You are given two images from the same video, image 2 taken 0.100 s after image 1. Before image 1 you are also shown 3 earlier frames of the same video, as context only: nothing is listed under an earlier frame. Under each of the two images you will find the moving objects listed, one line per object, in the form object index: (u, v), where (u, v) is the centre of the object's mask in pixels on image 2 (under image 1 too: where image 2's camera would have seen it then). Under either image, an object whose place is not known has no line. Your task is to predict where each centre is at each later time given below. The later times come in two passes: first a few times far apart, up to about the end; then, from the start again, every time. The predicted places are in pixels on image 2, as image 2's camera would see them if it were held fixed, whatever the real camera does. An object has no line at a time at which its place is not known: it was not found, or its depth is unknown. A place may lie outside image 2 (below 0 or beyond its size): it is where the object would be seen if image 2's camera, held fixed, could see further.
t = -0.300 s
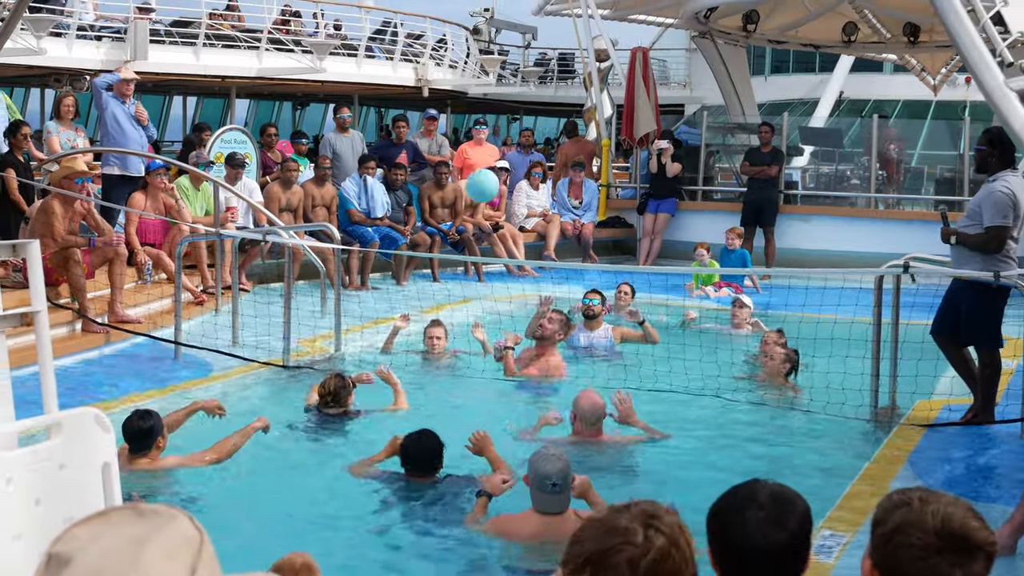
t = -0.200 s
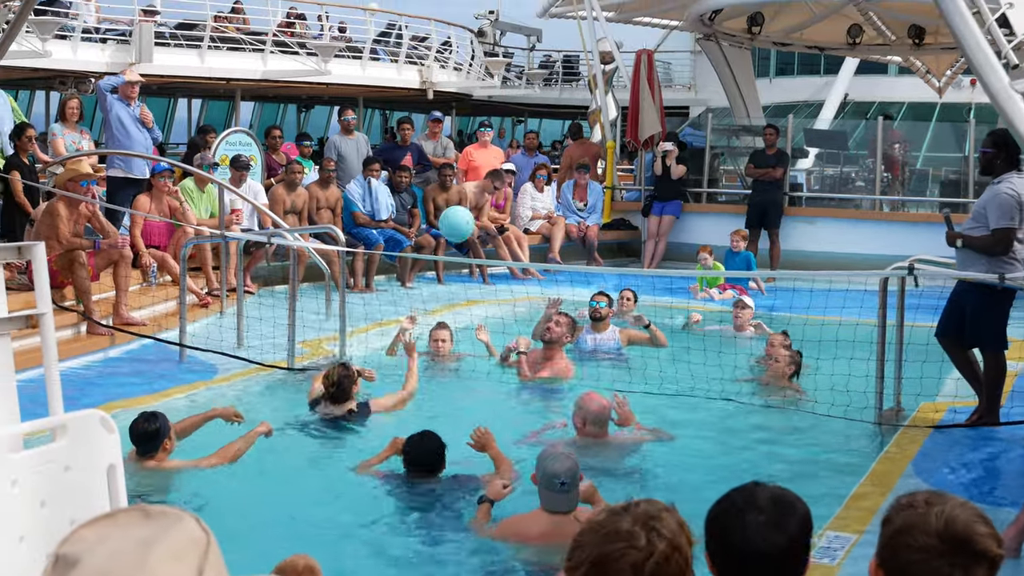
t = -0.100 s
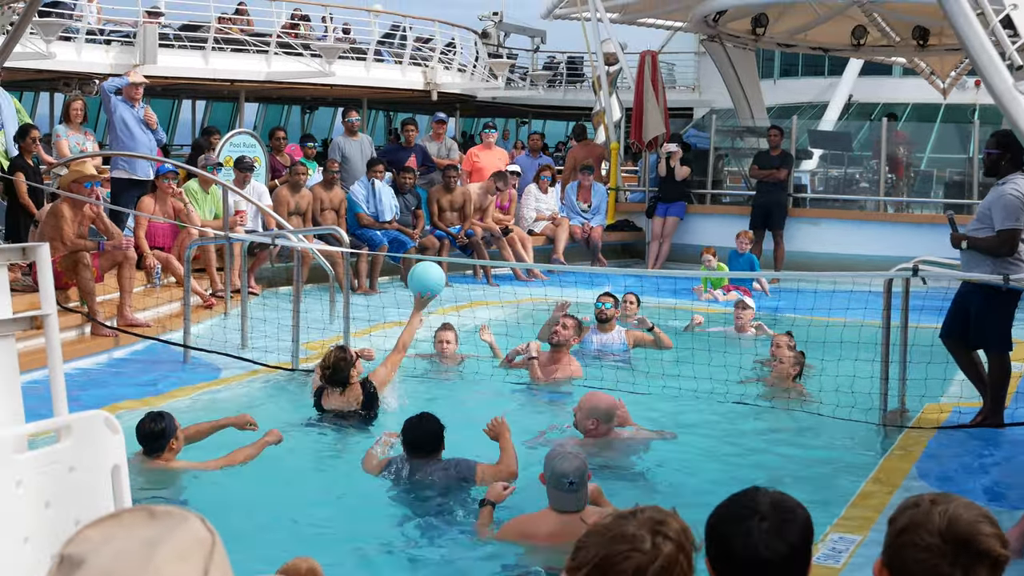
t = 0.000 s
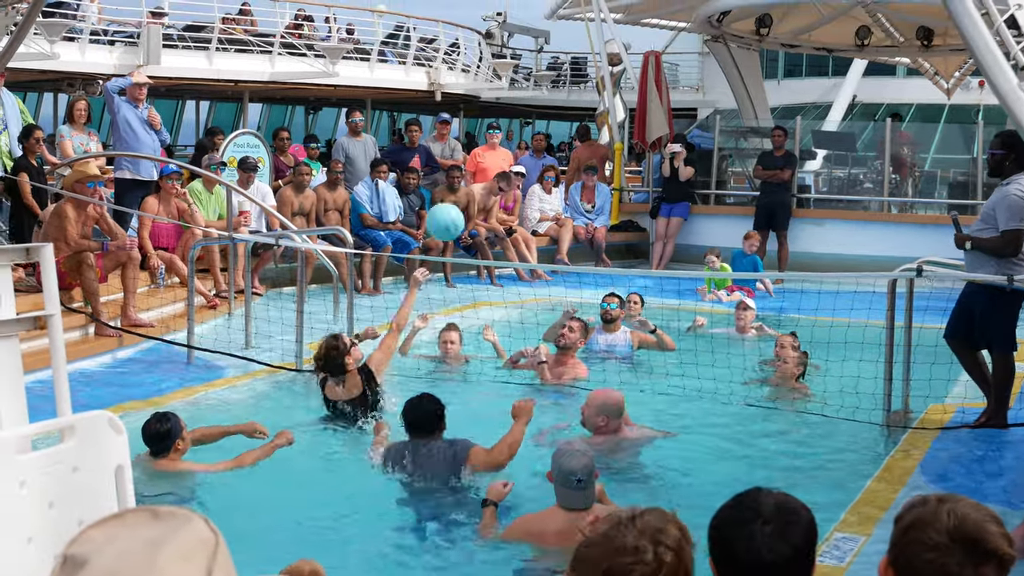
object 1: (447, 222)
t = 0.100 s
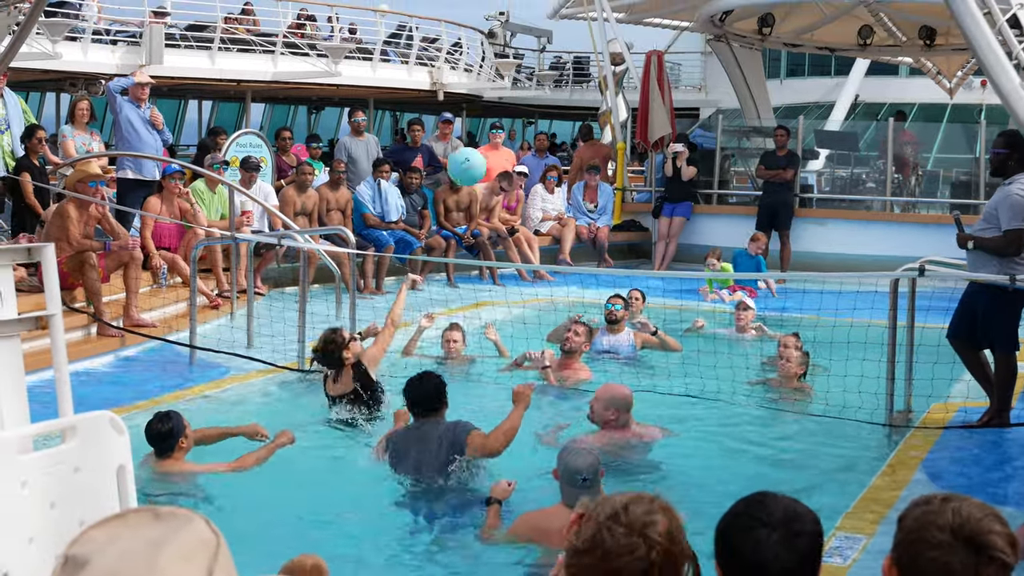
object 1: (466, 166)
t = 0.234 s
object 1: (493, 116)
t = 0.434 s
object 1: (533, 102)
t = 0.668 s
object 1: (579, 190)
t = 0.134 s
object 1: (473, 151)
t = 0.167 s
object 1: (480, 137)
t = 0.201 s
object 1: (486, 126)
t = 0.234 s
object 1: (493, 116)
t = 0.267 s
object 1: (500, 109)
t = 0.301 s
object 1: (507, 104)
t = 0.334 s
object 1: (513, 100)
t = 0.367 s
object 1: (520, 99)
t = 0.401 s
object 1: (526, 100)
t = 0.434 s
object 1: (533, 102)
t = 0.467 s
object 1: (540, 108)
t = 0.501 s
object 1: (546, 115)
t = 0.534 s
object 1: (553, 126)
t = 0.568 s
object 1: (560, 138)
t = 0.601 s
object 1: (566, 153)
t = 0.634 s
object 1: (573, 170)
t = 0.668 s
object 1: (579, 190)
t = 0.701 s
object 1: (585, 212)
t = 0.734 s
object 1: (592, 236)
